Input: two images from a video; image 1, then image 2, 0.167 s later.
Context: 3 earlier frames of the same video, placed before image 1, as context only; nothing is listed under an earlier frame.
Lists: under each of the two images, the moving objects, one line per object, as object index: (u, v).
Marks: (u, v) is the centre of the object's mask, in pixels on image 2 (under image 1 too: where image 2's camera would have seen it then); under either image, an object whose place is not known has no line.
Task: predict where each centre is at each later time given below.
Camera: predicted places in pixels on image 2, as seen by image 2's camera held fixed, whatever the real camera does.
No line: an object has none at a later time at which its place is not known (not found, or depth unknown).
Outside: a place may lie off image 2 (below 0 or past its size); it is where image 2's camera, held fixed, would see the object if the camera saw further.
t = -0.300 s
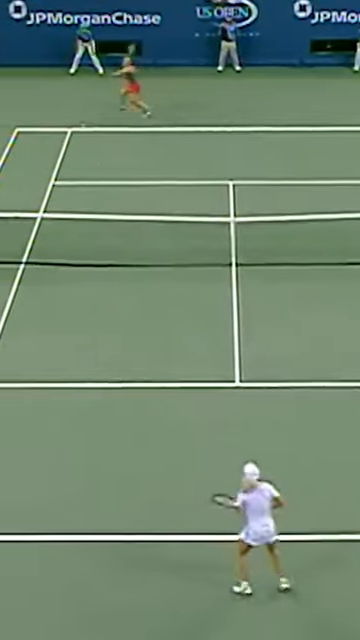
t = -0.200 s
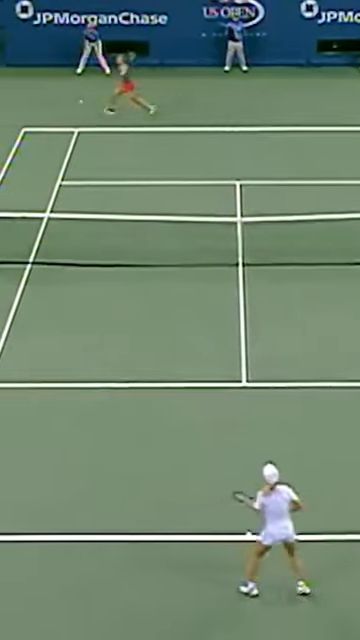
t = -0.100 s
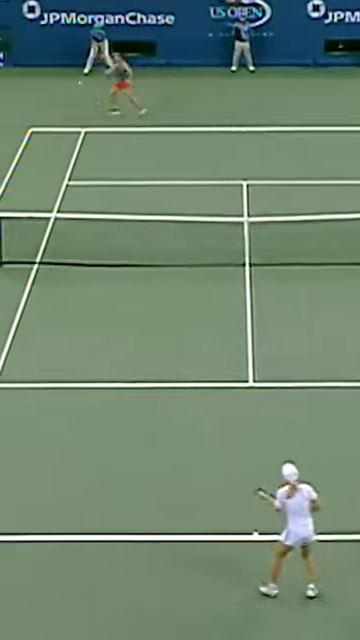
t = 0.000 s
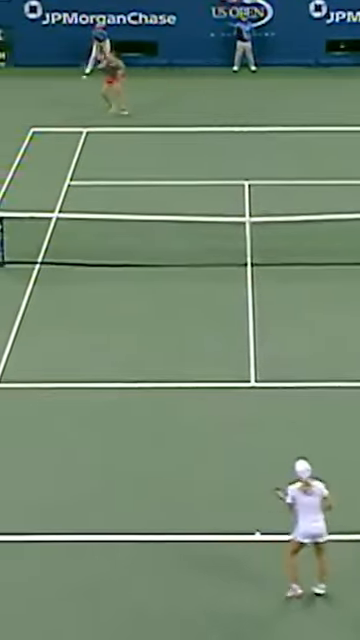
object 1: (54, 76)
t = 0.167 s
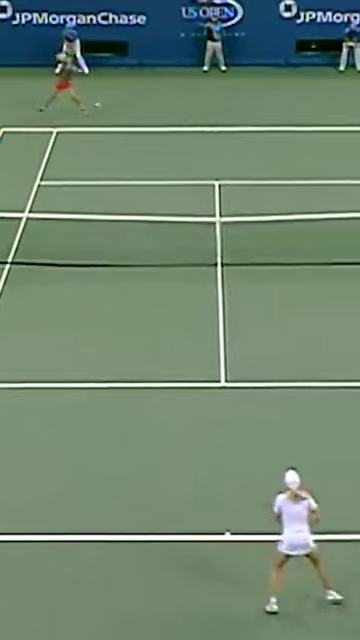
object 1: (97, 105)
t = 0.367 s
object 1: (156, 160)
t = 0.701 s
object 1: (275, 327)
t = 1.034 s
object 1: (402, 425)
